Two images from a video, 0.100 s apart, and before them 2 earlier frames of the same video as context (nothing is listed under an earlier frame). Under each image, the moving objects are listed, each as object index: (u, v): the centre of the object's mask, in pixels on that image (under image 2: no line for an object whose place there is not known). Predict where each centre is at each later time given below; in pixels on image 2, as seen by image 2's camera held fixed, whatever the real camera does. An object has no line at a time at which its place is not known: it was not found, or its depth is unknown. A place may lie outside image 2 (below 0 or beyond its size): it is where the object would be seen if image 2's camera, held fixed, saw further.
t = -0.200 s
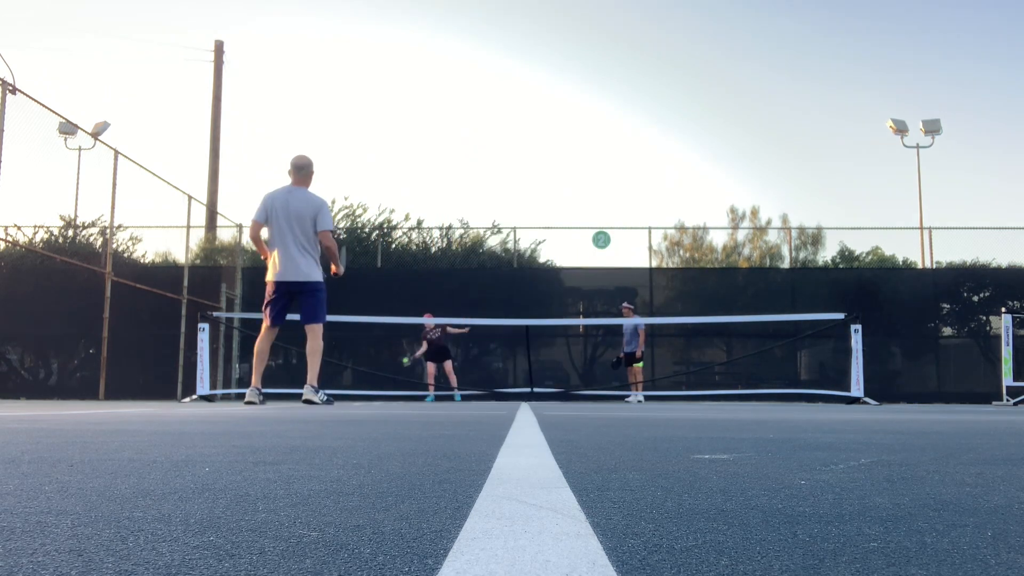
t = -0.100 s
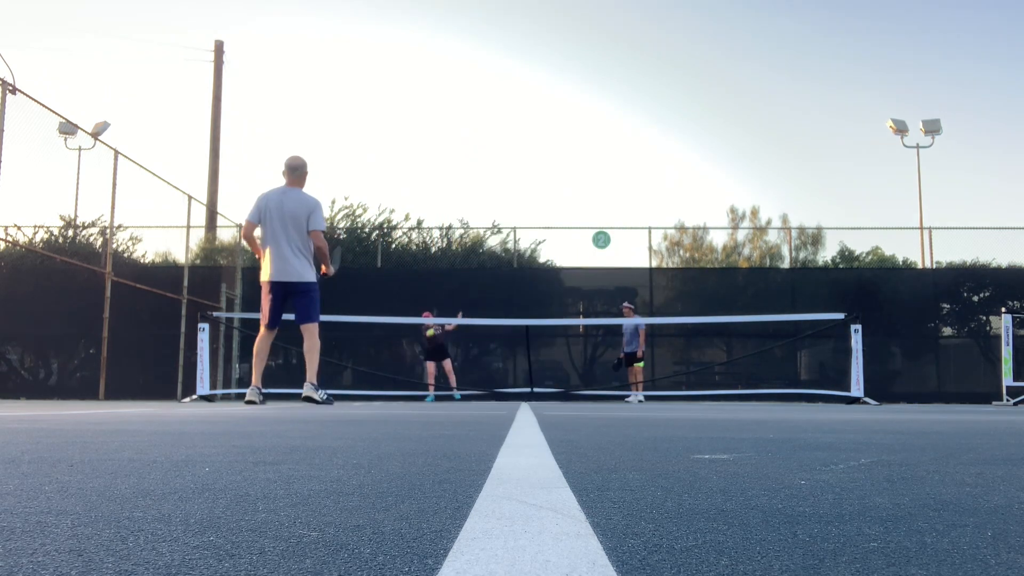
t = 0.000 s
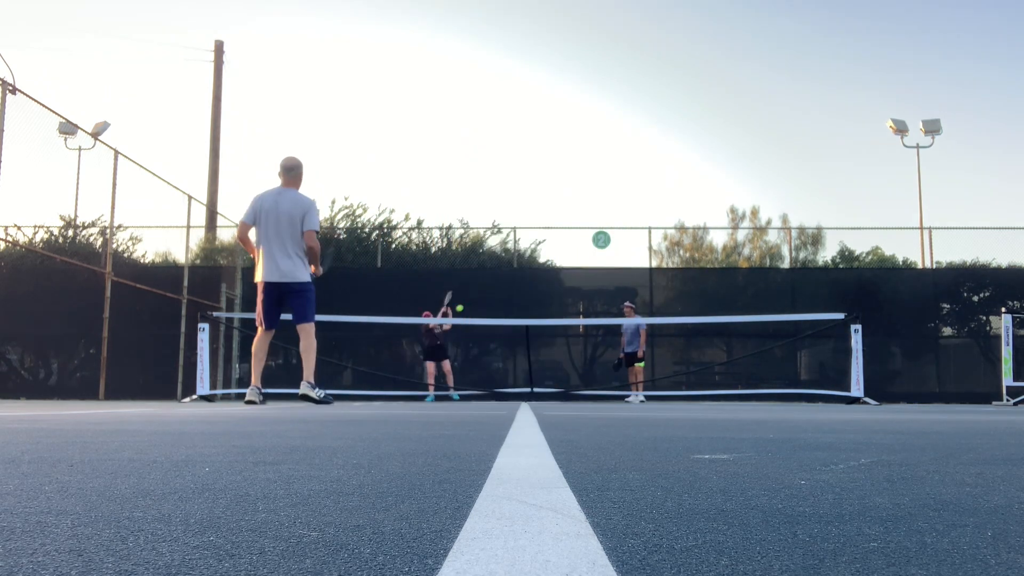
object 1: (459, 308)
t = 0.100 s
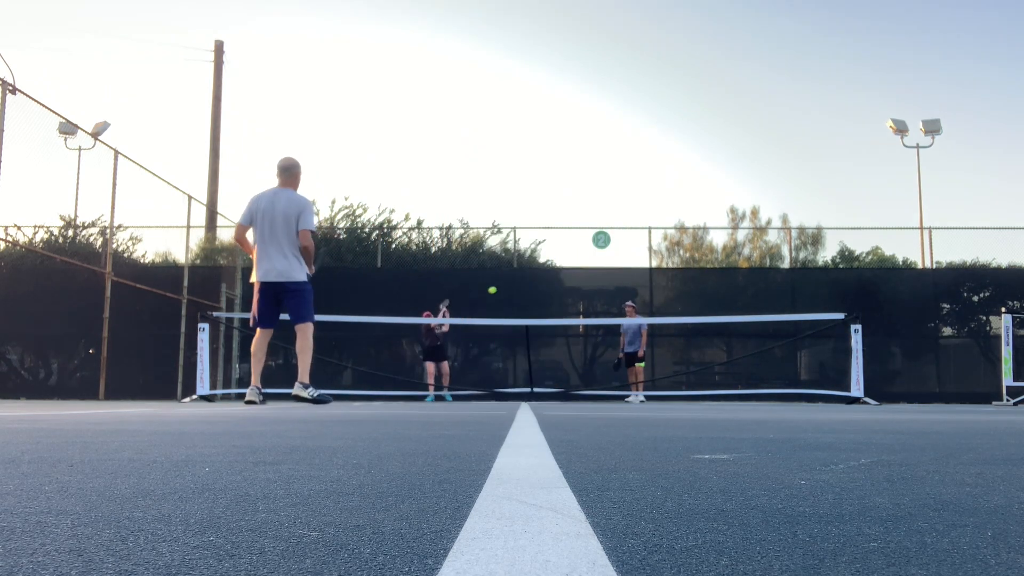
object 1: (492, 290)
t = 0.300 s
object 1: (574, 277)
